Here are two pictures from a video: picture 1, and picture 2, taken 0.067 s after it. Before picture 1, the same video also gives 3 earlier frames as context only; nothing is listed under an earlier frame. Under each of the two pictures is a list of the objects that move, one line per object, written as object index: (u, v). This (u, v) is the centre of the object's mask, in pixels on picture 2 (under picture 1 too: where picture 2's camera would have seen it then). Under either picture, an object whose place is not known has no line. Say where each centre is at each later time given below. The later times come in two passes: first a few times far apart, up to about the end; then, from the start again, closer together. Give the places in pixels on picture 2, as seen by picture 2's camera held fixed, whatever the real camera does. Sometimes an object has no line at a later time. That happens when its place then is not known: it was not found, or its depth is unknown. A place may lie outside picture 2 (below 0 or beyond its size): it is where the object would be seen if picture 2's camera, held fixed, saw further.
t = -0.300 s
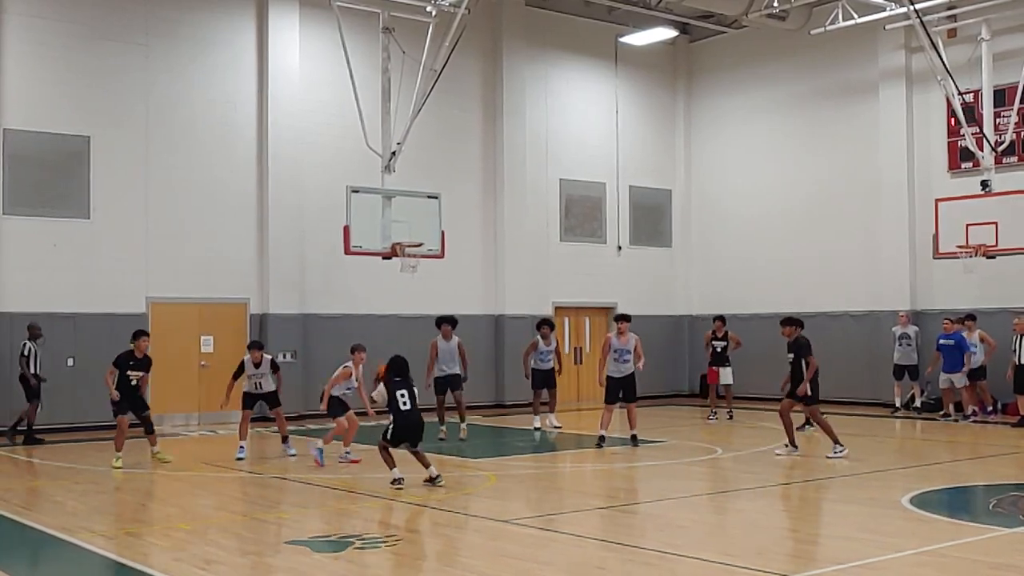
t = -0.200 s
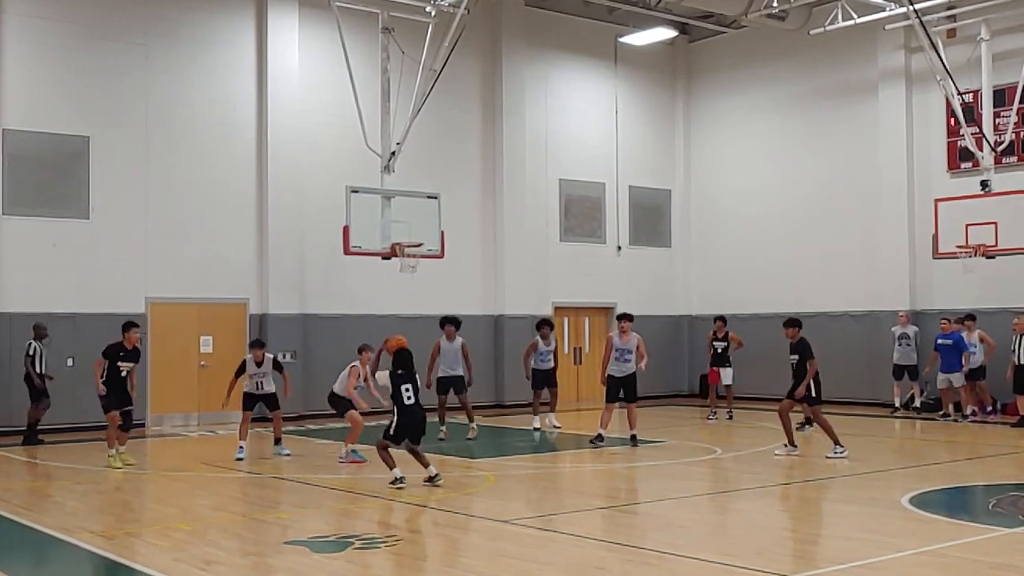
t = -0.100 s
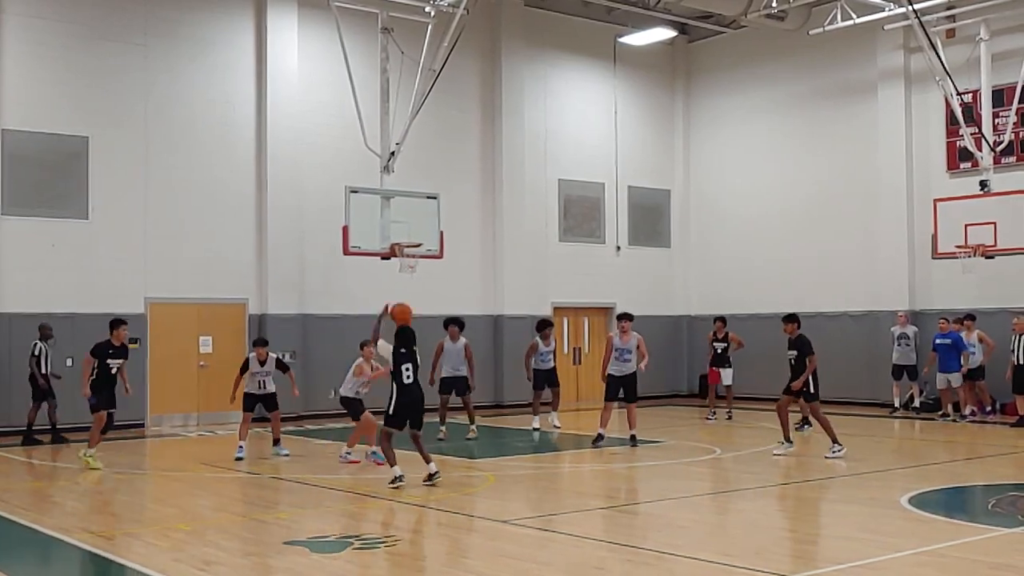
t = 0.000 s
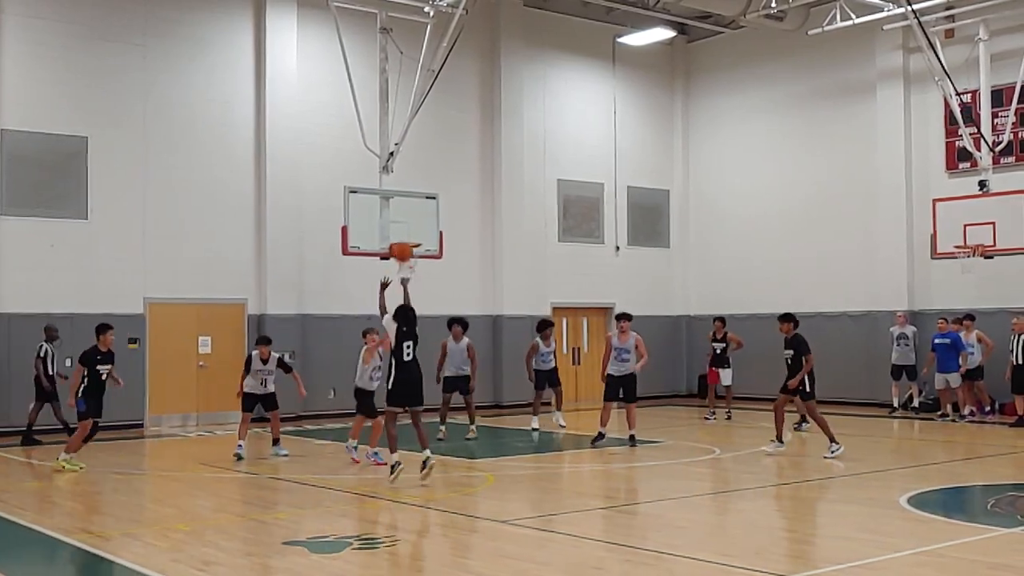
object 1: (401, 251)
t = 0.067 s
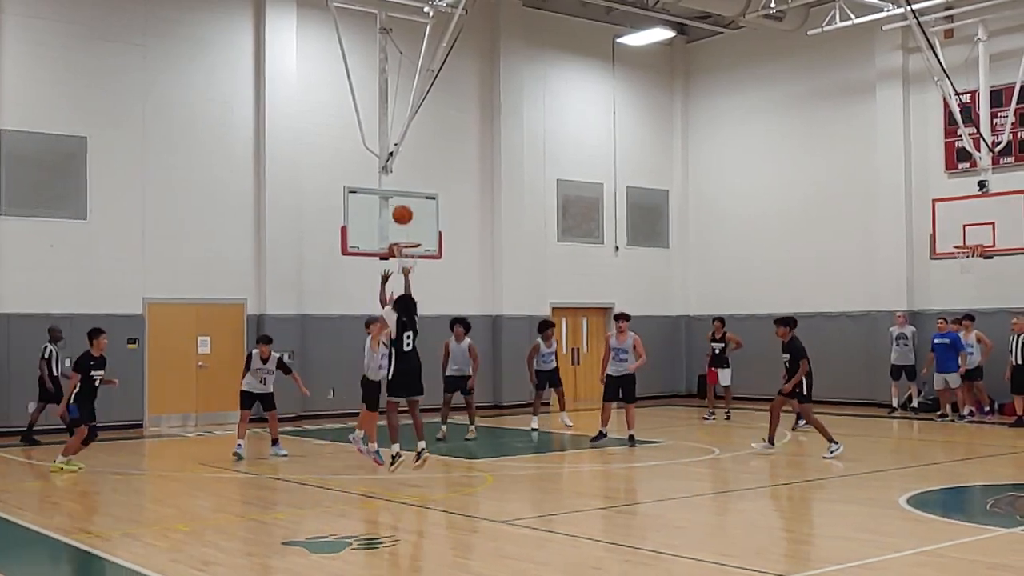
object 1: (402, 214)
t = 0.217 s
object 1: (403, 151)
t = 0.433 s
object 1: (405, 102)
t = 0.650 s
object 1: (406, 94)
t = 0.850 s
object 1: (407, 117)
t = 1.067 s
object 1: (408, 167)
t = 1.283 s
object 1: (410, 238)
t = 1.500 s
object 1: (389, 296)
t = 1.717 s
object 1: (367, 376)
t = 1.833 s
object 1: (355, 427)
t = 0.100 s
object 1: (403, 198)
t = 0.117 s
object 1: (403, 190)
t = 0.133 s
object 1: (403, 183)
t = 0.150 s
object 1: (403, 176)
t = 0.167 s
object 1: (403, 169)
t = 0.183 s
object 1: (404, 163)
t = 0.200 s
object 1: (404, 157)
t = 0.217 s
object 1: (403, 151)
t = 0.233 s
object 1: (404, 146)
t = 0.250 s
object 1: (404, 141)
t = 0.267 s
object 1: (404, 136)
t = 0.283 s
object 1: (404, 131)
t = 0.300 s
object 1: (404, 127)
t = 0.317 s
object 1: (404, 124)
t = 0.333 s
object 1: (404, 120)
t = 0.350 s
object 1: (404, 116)
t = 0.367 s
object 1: (404, 113)
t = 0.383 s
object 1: (405, 110)
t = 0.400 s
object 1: (404, 107)
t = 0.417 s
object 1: (404, 105)
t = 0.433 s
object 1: (405, 102)
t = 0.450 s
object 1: (405, 101)
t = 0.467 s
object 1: (405, 99)
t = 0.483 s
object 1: (405, 97)
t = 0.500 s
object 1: (405, 96)
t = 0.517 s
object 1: (405, 95)
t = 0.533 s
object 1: (405, 94)
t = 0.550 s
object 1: (405, 93)
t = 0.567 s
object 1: (405, 93)
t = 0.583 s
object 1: (405, 93)
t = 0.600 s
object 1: (406, 93)
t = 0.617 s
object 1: (405, 93)
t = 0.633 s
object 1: (406, 94)
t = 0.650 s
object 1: (406, 94)
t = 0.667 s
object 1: (406, 95)
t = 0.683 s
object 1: (406, 97)
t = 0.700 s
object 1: (406, 98)
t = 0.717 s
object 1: (406, 100)
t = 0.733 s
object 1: (407, 101)
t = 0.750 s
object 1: (406, 103)
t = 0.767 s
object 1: (406, 105)
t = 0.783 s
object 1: (407, 107)
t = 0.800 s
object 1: (407, 110)
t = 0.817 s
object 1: (407, 112)
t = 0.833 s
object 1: (406, 115)
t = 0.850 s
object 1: (407, 117)
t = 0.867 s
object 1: (407, 120)
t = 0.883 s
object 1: (407, 123)
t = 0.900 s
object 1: (407, 127)
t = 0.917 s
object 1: (407, 130)
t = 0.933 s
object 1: (407, 134)
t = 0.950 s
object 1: (407, 137)
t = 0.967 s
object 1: (408, 141)
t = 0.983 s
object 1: (408, 145)
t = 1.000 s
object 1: (408, 149)
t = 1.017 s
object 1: (408, 153)
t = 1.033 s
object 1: (408, 158)
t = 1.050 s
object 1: (408, 162)
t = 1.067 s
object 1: (408, 167)
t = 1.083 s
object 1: (409, 171)
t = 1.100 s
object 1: (409, 176)
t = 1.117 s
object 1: (409, 181)
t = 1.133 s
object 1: (409, 186)
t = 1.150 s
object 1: (409, 192)
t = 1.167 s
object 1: (409, 197)
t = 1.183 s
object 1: (410, 203)
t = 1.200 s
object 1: (410, 208)
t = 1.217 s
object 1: (410, 214)
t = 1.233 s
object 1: (410, 220)
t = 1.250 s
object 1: (410, 225)
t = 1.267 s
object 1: (410, 232)
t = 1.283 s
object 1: (410, 238)
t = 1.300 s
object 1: (411, 243)
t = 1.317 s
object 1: (410, 249)
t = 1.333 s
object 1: (407, 253)
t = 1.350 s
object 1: (405, 257)
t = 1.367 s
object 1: (404, 261)
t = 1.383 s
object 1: (401, 266)
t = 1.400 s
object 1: (399, 269)
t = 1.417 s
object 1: (398, 273)
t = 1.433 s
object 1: (396, 278)
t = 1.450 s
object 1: (394, 282)
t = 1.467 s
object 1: (393, 287)
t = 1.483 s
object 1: (391, 292)
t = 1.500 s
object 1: (389, 296)
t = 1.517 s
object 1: (388, 302)
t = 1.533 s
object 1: (386, 306)
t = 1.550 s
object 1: (384, 313)
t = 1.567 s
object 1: (382, 318)
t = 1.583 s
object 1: (380, 324)
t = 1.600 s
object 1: (379, 329)
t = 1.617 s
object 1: (377, 336)
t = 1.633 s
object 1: (375, 341)
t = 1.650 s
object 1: (374, 349)
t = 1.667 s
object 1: (372, 355)
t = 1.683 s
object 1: (370, 362)
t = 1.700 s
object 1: (369, 369)
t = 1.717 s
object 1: (367, 376)
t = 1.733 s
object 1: (366, 383)
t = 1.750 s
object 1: (364, 391)
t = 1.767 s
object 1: (362, 398)
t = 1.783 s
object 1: (361, 406)
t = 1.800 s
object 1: (359, 414)
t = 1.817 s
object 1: (357, 422)
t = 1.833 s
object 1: (355, 427)
